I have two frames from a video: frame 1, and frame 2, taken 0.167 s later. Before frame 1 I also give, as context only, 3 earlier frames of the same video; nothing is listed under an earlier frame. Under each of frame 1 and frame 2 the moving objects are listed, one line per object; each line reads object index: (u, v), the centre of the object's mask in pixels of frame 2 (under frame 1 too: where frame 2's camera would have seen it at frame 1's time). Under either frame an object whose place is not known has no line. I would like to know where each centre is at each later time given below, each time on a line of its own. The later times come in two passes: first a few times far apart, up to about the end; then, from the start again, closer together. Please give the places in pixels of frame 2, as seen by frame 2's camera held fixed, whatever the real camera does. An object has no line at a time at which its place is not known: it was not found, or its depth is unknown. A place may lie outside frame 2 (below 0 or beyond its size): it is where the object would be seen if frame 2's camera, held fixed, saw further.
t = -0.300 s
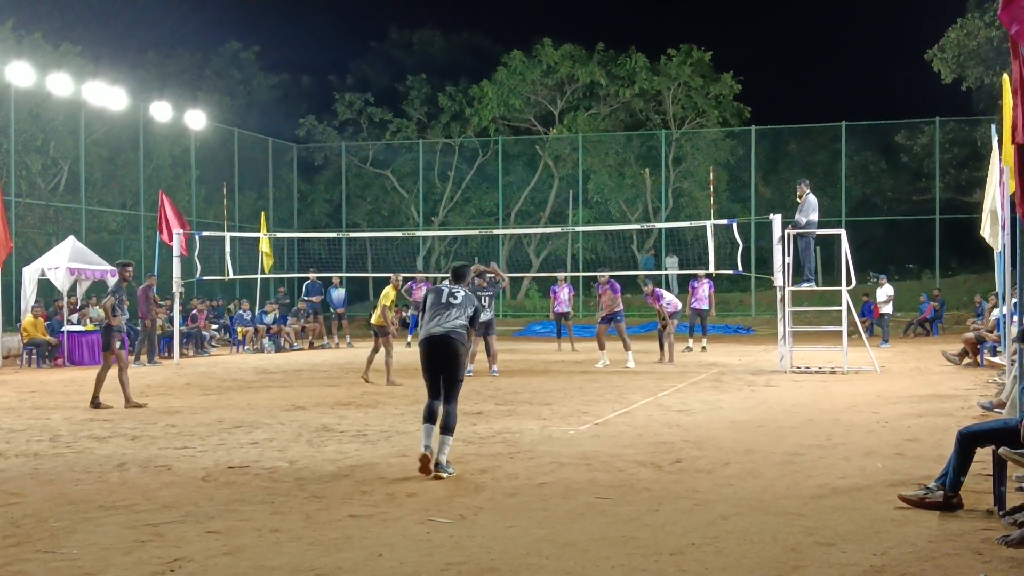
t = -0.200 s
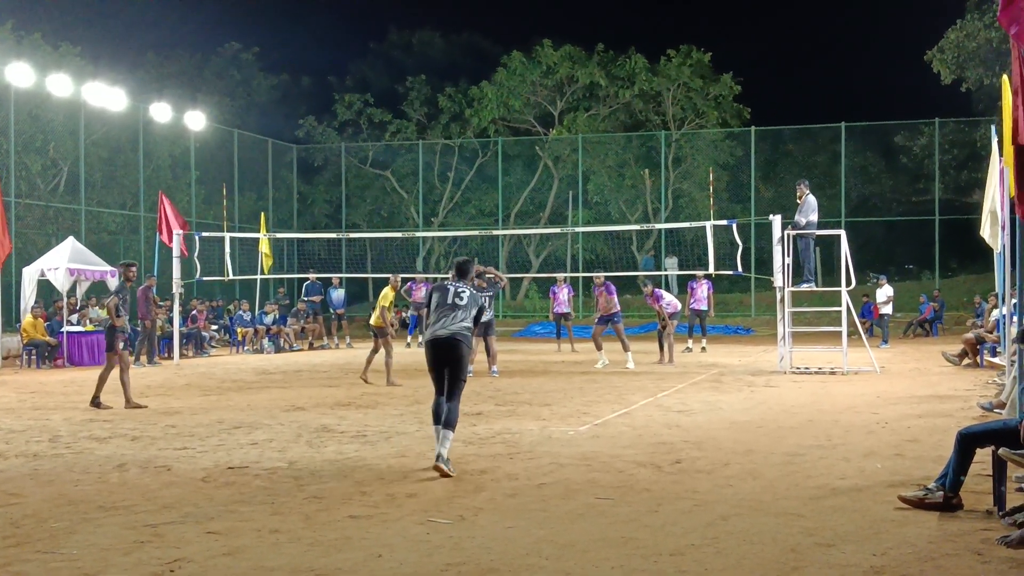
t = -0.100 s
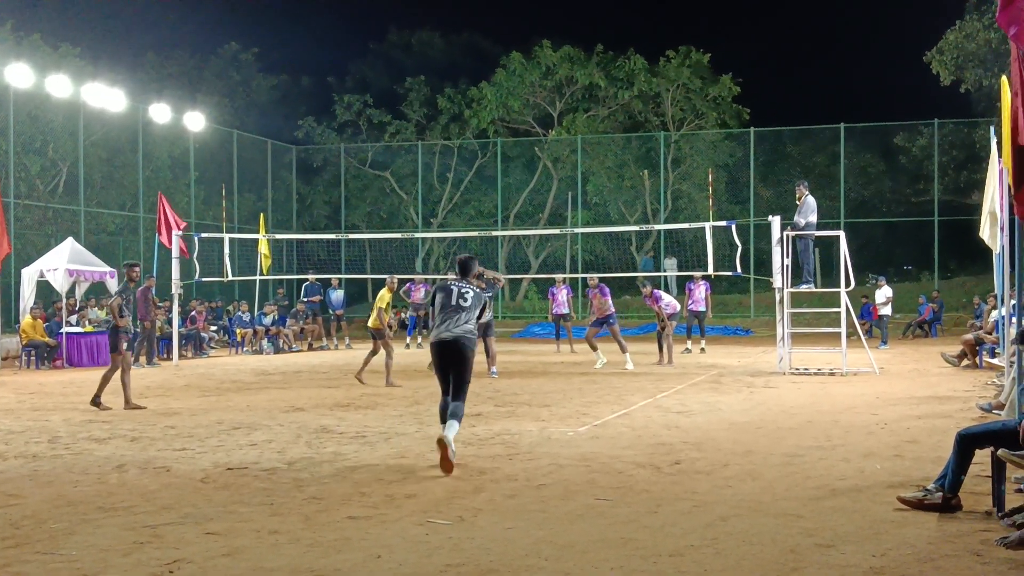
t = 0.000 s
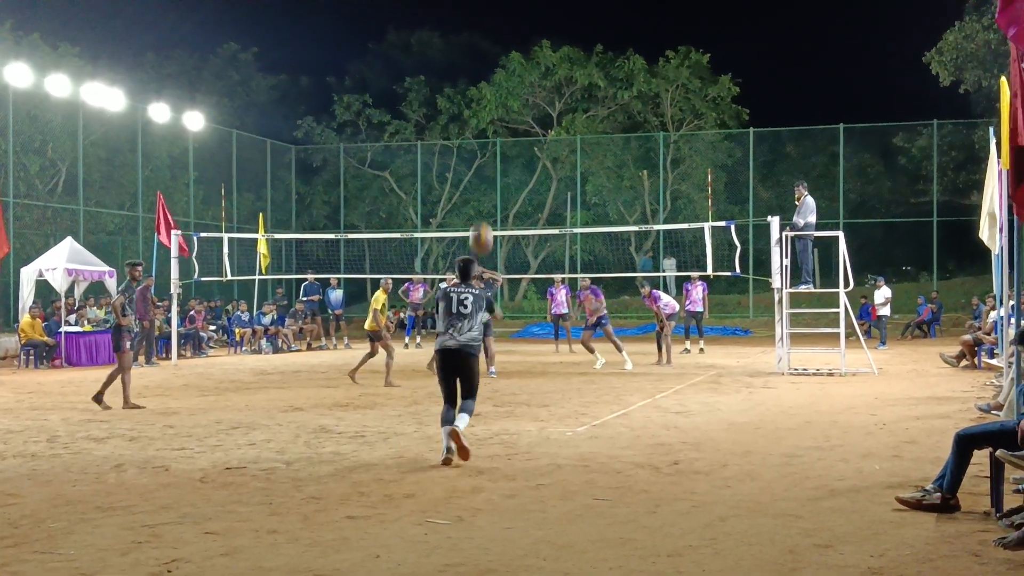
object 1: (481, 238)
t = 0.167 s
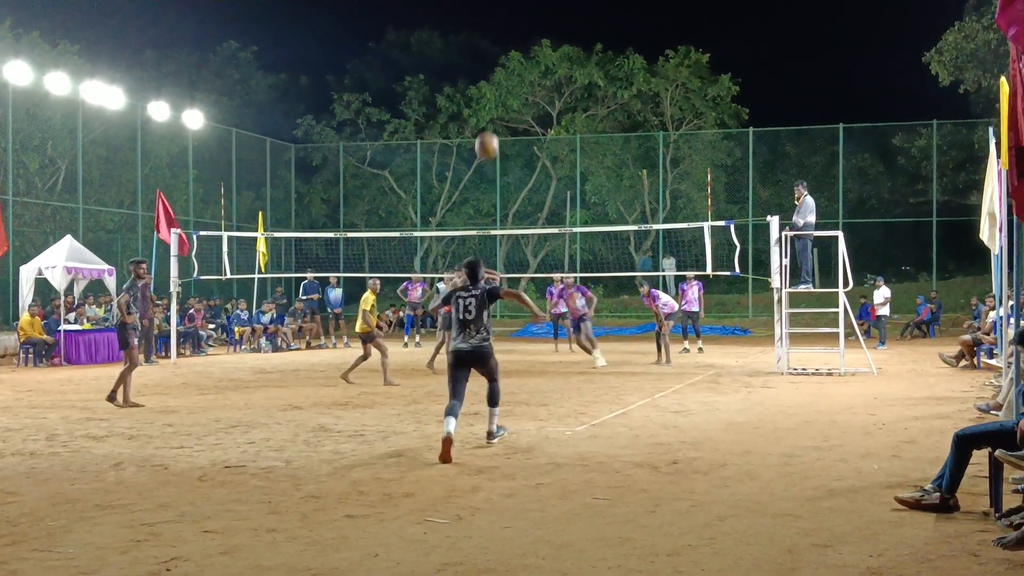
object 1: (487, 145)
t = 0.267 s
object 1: (491, 107)
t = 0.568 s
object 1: (504, 58)
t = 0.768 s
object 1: (514, 76)
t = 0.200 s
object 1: (488, 131)
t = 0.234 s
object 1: (490, 119)
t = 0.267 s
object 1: (491, 107)
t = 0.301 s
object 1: (492, 96)
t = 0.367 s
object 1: (495, 80)
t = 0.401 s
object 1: (497, 73)
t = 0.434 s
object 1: (498, 68)
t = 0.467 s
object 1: (500, 64)
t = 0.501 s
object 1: (501, 61)
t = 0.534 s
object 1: (503, 59)
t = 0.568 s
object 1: (504, 58)
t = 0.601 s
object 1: (506, 58)
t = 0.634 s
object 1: (507, 60)
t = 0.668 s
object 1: (509, 62)
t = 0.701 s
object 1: (511, 66)
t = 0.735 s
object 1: (512, 71)
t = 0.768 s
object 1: (514, 76)
